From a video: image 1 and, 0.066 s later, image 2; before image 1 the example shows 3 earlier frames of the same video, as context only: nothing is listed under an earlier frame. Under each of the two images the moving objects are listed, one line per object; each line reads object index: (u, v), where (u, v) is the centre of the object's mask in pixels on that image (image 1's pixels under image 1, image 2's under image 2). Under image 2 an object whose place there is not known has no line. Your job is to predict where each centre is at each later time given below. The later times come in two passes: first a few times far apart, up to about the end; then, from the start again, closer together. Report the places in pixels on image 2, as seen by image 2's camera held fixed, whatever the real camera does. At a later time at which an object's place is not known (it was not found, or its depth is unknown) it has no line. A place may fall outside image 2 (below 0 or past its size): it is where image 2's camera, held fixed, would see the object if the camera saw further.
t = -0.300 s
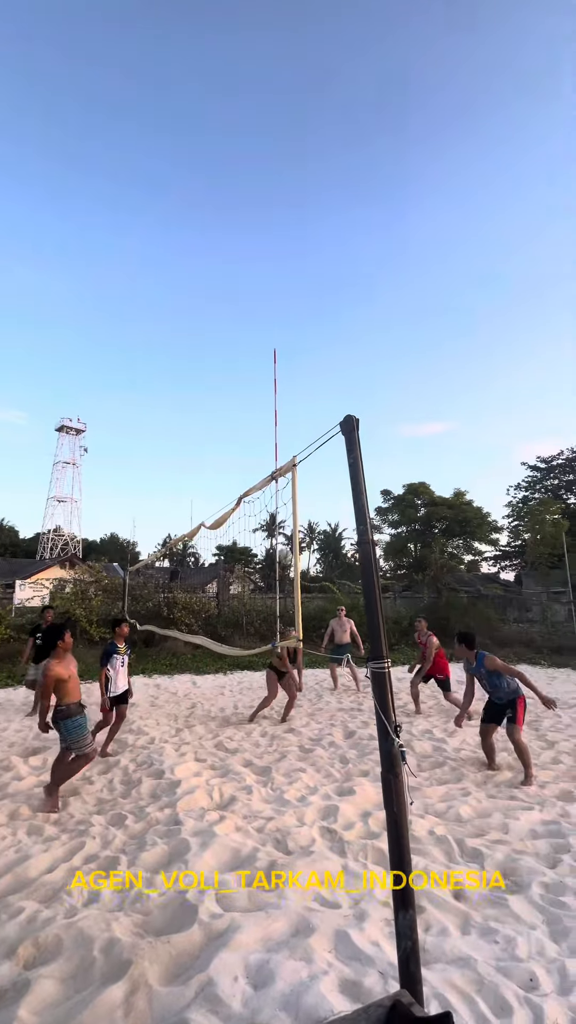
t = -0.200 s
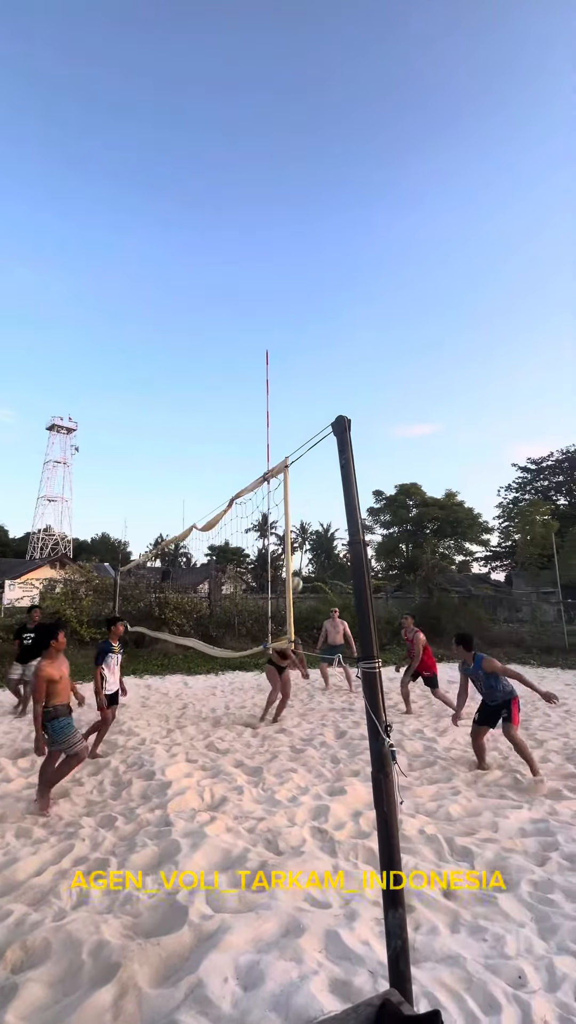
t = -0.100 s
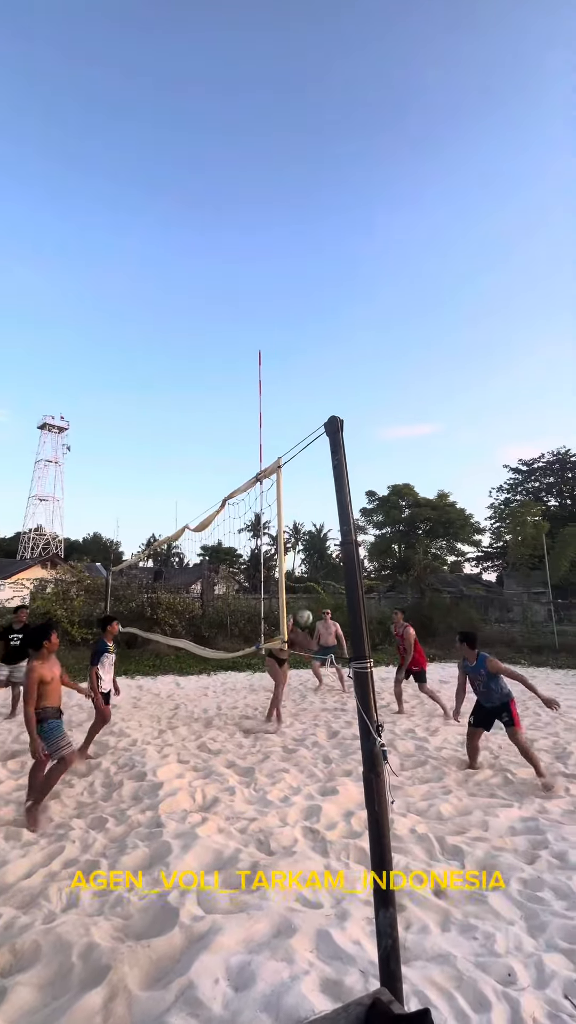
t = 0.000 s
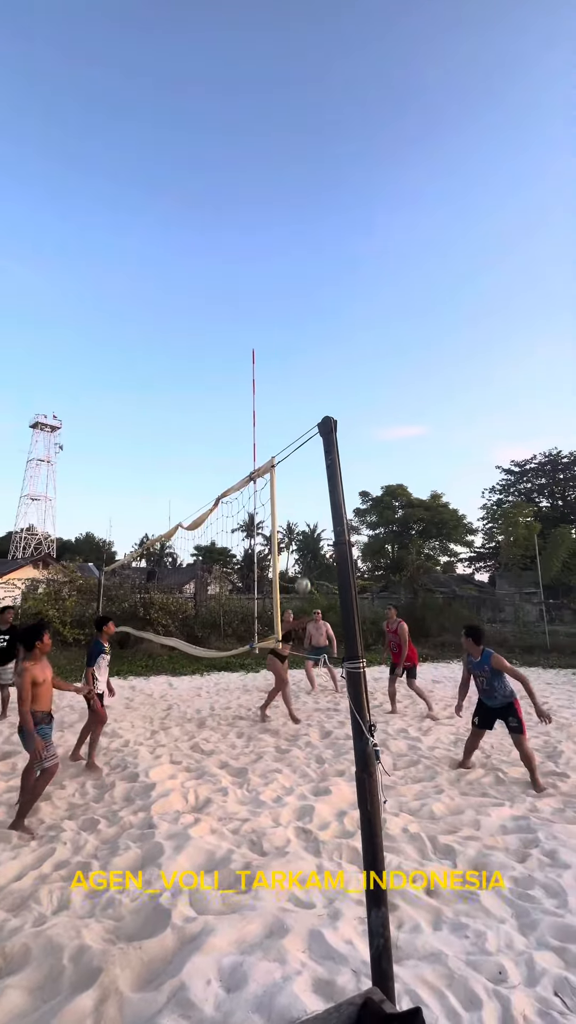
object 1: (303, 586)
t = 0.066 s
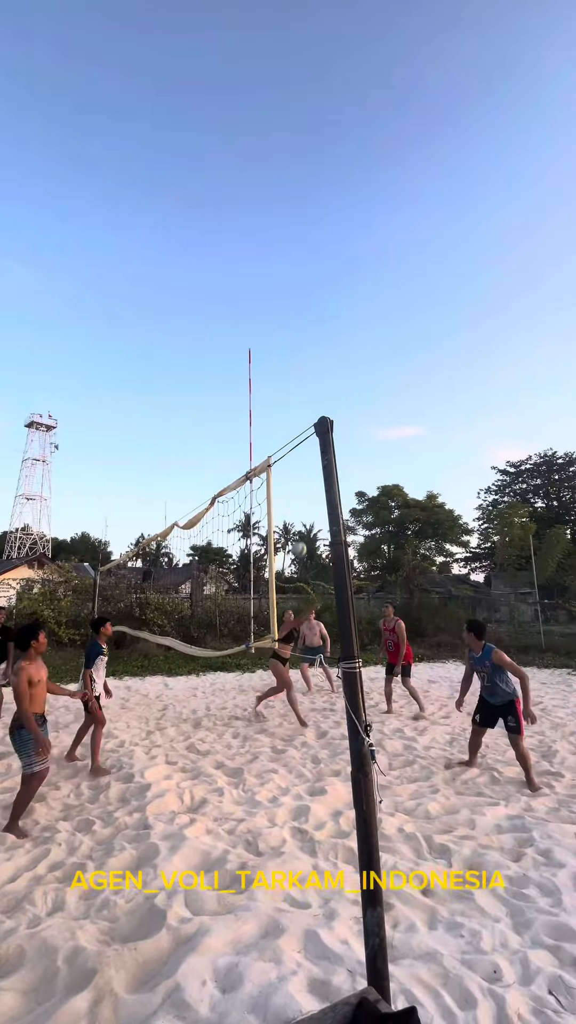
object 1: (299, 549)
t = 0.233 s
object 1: (300, 475)
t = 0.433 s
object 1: (302, 411)
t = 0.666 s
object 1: (304, 369)
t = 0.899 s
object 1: (307, 362)
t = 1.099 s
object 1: (310, 387)
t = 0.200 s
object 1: (299, 488)
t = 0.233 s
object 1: (300, 475)
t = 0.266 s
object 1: (300, 462)
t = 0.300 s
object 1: (301, 451)
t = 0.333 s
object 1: (301, 440)
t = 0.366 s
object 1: (301, 430)
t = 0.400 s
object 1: (302, 420)
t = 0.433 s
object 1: (302, 411)
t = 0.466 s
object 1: (303, 403)
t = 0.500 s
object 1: (303, 396)
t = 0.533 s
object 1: (303, 389)
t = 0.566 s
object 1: (304, 383)
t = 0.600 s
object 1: (304, 378)
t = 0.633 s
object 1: (304, 373)
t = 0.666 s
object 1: (304, 369)
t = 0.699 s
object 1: (305, 366)
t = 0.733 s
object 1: (305, 364)
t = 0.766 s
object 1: (306, 362)
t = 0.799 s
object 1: (306, 361)
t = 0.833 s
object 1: (306, 361)
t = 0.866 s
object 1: (306, 361)
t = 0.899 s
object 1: (307, 362)
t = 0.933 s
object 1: (307, 364)
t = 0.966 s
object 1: (308, 367)
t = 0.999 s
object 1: (308, 371)
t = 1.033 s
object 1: (309, 375)
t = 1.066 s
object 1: (309, 380)
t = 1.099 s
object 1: (310, 387)
